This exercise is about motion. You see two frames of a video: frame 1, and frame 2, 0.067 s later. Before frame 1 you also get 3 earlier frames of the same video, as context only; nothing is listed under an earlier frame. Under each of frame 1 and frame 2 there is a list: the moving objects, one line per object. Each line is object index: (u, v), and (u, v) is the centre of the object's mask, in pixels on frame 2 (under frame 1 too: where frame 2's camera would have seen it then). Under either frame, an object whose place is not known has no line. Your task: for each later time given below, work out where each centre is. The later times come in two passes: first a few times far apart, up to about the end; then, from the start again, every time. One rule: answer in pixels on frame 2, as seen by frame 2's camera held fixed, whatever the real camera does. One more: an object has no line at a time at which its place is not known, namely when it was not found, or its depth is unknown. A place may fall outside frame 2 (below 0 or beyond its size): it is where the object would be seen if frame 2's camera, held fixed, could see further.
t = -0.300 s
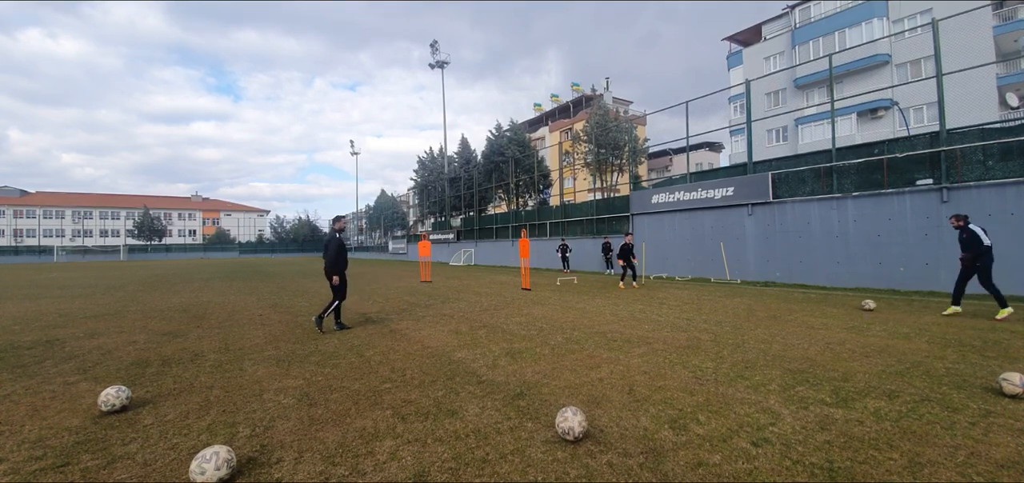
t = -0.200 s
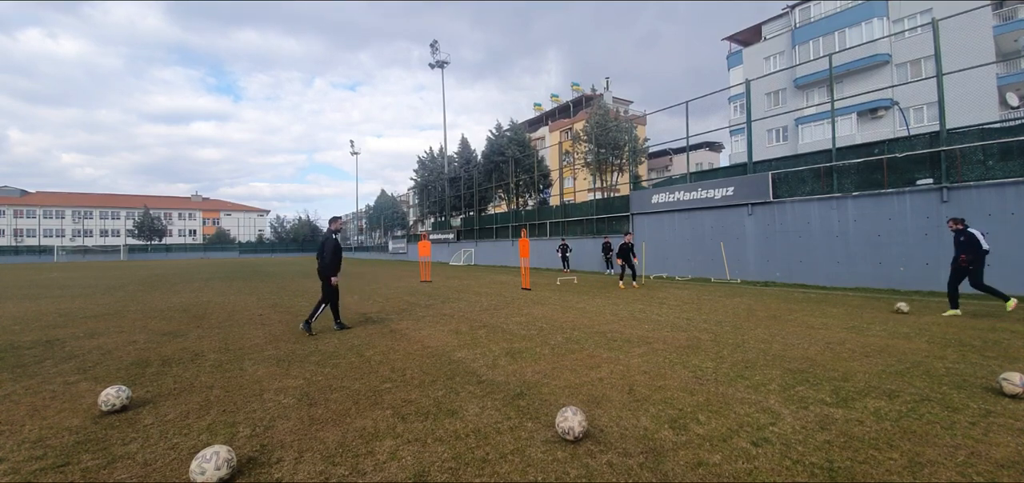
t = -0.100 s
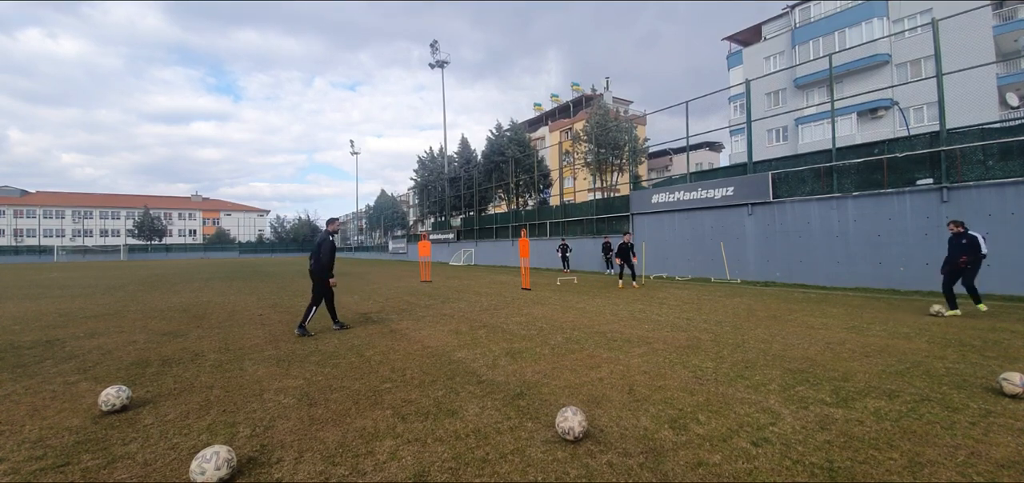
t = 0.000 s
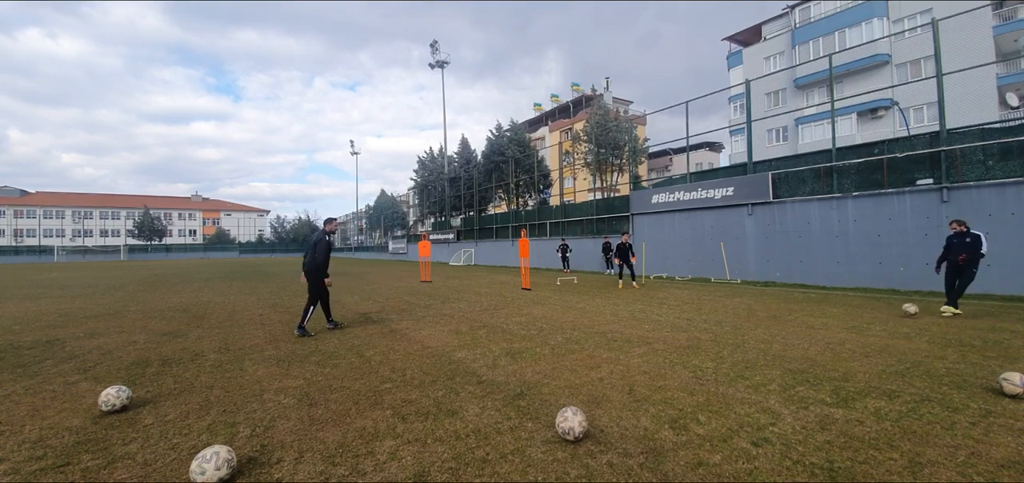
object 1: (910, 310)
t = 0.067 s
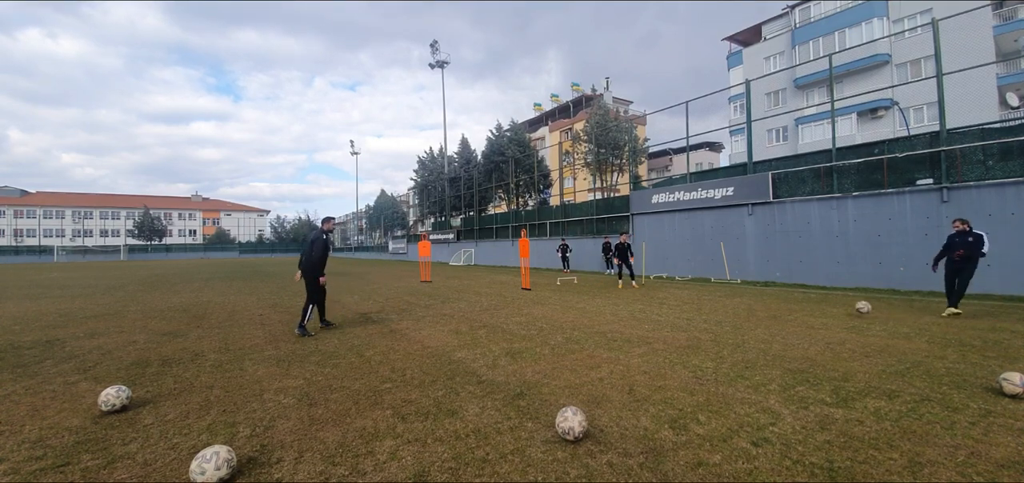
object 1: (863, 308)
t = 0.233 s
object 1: (751, 313)
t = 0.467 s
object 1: (626, 312)
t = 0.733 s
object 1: (518, 312)
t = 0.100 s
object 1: (839, 308)
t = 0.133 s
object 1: (817, 308)
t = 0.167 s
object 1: (794, 310)
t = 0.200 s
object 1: (772, 312)
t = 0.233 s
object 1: (751, 313)
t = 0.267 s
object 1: (732, 311)
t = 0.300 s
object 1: (713, 311)
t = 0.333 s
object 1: (695, 310)
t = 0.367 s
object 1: (677, 311)
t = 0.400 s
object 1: (659, 312)
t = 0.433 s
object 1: (642, 313)
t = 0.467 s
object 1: (626, 312)
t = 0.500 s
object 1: (611, 311)
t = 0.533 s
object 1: (596, 312)
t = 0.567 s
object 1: (582, 313)
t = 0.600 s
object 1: (568, 312)
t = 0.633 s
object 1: (555, 311)
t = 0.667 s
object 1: (543, 311)
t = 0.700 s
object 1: (530, 311)
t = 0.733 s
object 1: (518, 312)
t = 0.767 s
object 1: (506, 313)
